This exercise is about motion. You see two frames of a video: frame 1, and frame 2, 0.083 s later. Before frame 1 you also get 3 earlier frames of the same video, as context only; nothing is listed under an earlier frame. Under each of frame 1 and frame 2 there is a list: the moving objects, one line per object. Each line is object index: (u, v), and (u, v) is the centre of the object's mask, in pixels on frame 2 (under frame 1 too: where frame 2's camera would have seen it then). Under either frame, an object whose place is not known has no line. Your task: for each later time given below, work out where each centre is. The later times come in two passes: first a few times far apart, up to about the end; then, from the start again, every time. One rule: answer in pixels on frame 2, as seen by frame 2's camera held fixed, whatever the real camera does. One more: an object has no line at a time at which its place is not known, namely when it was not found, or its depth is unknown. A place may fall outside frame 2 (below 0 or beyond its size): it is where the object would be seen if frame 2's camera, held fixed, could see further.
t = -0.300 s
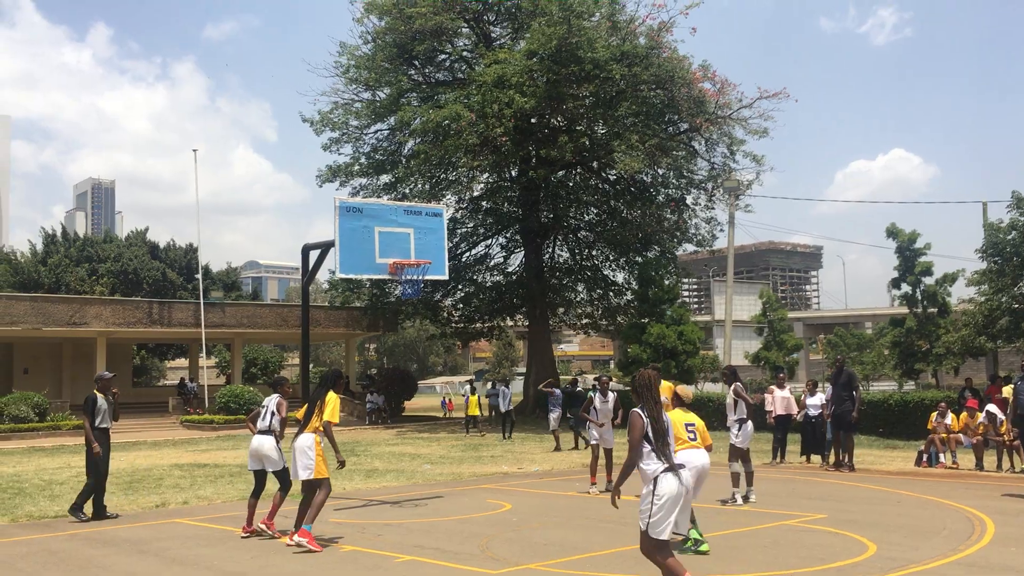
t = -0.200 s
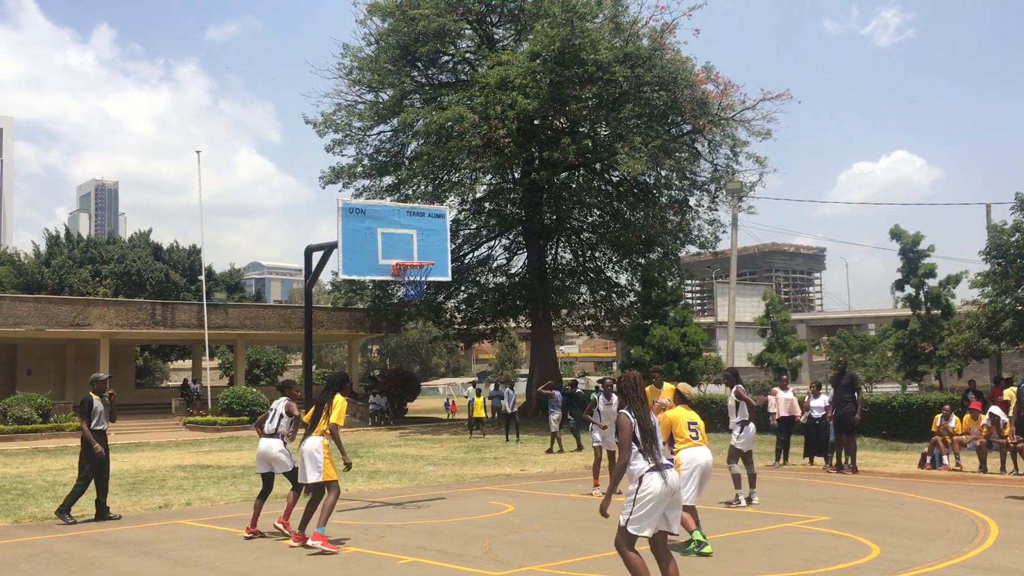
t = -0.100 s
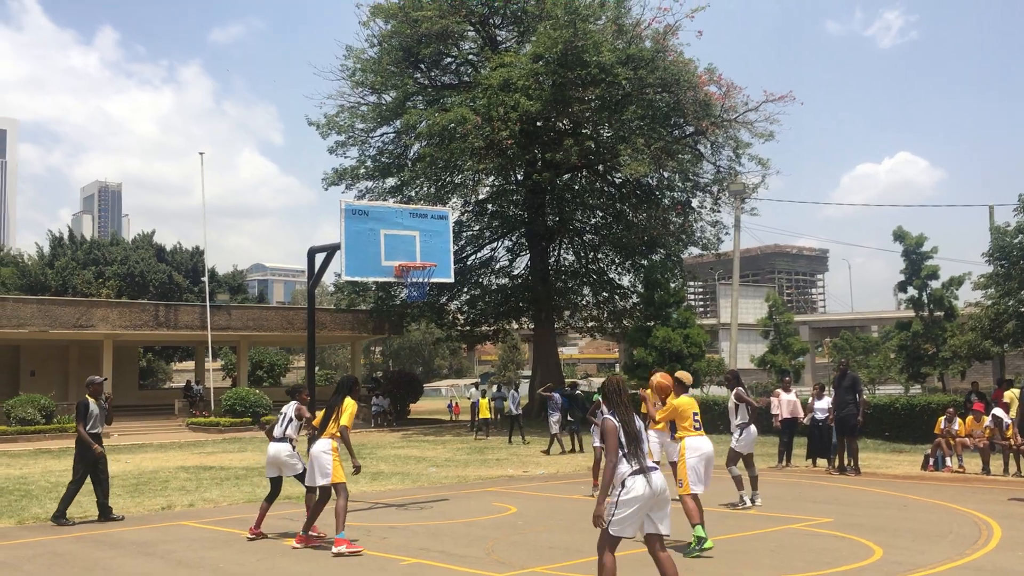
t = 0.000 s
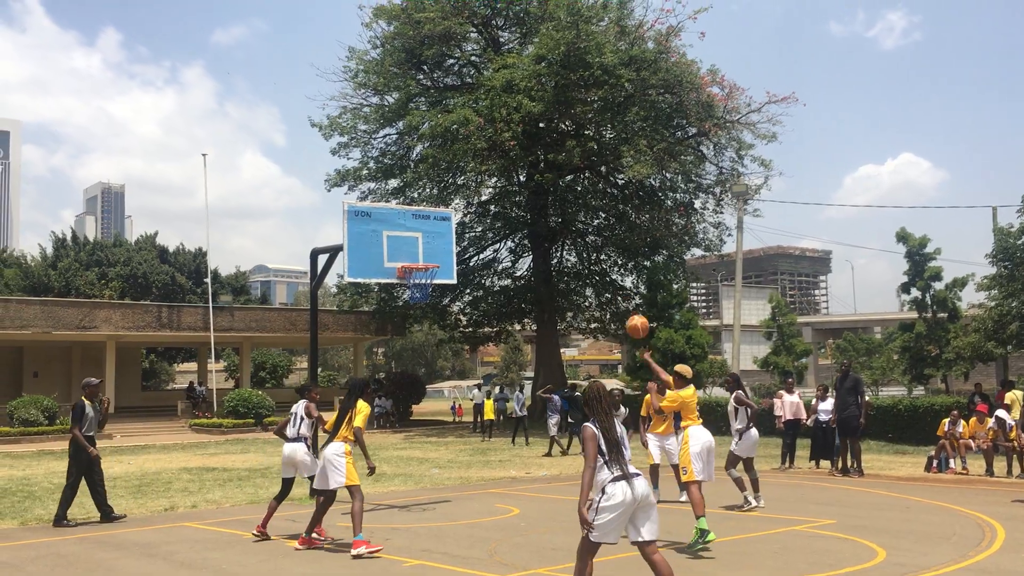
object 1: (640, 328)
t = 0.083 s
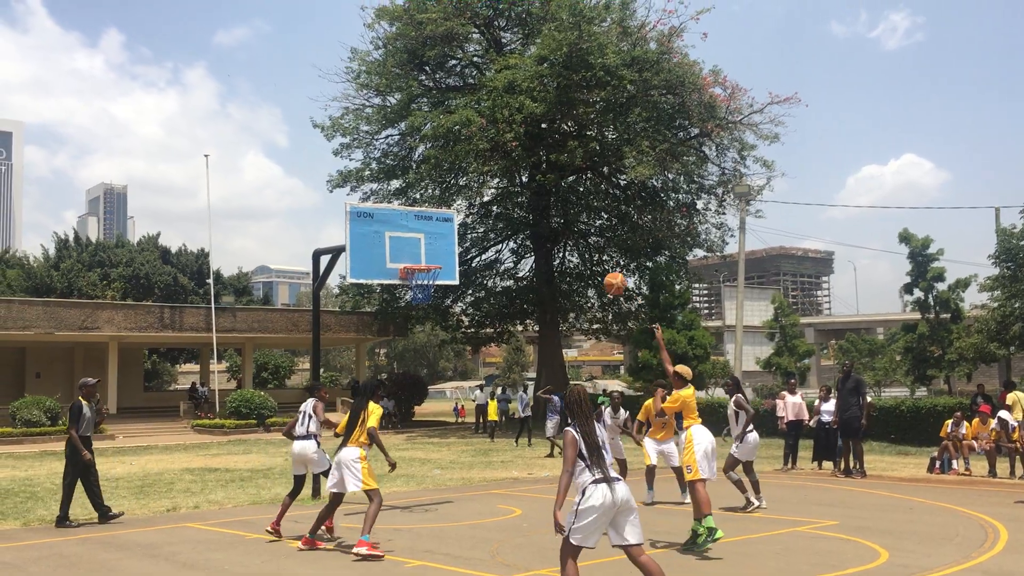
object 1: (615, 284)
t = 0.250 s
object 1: (569, 222)
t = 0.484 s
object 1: (514, 185)
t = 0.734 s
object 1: (462, 198)
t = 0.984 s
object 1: (417, 257)
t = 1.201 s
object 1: (388, 236)
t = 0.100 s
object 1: (610, 276)
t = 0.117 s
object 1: (605, 269)
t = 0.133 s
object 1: (600, 261)
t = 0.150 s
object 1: (596, 255)
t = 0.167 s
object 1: (591, 248)
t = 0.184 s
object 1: (587, 243)
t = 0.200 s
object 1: (582, 237)
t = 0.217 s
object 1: (578, 232)
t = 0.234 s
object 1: (574, 226)
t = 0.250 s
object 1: (569, 222)
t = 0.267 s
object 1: (565, 217)
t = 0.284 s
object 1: (561, 213)
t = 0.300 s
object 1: (557, 209)
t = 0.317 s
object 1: (553, 206)
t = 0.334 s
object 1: (548, 203)
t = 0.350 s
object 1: (544, 200)
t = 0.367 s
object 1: (540, 197)
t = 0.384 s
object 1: (536, 194)
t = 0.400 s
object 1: (532, 192)
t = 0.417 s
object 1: (529, 190)
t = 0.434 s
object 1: (525, 188)
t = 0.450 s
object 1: (522, 187)
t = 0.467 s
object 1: (518, 186)
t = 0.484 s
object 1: (514, 185)
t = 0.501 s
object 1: (510, 184)
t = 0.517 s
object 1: (507, 184)
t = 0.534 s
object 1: (503, 184)
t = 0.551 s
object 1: (499, 184)
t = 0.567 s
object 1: (496, 184)
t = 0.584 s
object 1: (492, 185)
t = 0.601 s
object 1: (489, 186)
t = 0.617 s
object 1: (485, 186)
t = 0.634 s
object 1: (482, 186)
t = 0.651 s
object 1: (479, 188)
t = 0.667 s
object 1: (475, 190)
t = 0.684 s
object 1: (472, 192)
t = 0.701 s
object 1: (469, 194)
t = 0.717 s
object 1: (466, 196)
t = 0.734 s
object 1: (462, 198)
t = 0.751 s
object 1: (460, 201)
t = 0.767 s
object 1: (456, 204)
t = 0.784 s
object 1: (453, 206)
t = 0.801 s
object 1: (450, 210)
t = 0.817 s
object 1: (447, 213)
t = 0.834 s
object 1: (444, 217)
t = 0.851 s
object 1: (440, 221)
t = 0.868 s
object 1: (437, 225)
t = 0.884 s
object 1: (434, 229)
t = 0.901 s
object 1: (432, 233)
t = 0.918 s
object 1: (428, 238)
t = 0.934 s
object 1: (425, 242)
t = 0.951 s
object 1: (422, 247)
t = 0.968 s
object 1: (420, 252)
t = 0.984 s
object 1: (417, 257)
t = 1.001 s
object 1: (415, 257)
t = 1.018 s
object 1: (413, 254)
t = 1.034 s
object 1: (411, 251)
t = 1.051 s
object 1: (408, 249)
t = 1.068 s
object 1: (406, 247)
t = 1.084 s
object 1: (404, 245)
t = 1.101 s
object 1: (401, 243)
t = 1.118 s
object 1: (399, 241)
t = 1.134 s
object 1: (397, 240)
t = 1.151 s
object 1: (395, 239)
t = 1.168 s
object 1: (393, 237)
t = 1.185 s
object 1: (391, 237)
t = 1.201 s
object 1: (388, 236)
